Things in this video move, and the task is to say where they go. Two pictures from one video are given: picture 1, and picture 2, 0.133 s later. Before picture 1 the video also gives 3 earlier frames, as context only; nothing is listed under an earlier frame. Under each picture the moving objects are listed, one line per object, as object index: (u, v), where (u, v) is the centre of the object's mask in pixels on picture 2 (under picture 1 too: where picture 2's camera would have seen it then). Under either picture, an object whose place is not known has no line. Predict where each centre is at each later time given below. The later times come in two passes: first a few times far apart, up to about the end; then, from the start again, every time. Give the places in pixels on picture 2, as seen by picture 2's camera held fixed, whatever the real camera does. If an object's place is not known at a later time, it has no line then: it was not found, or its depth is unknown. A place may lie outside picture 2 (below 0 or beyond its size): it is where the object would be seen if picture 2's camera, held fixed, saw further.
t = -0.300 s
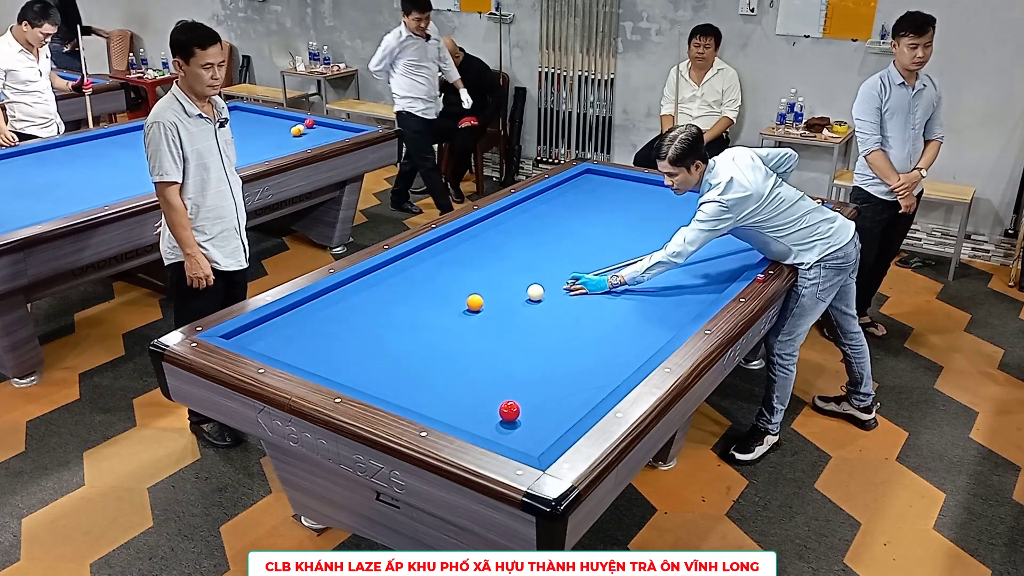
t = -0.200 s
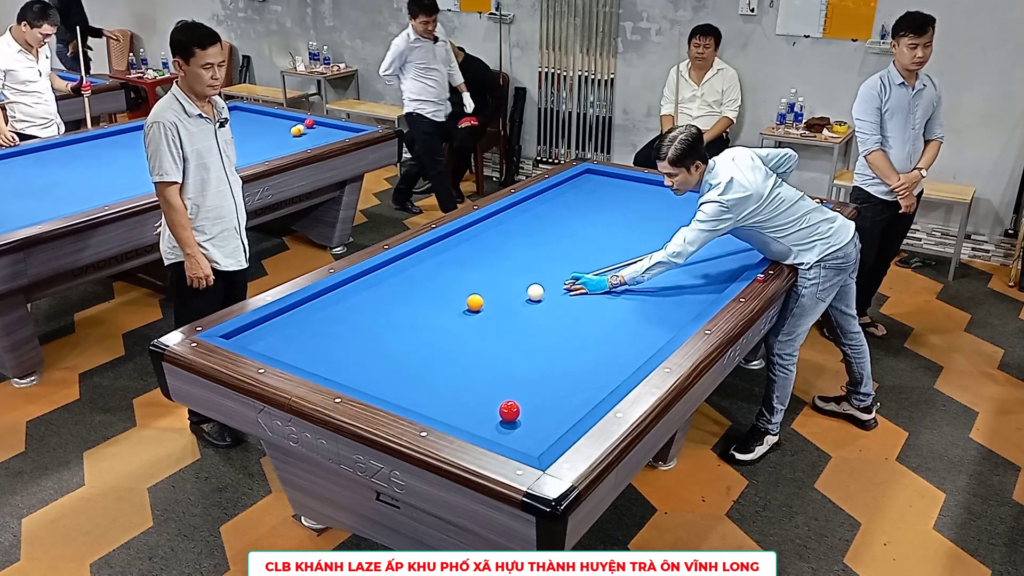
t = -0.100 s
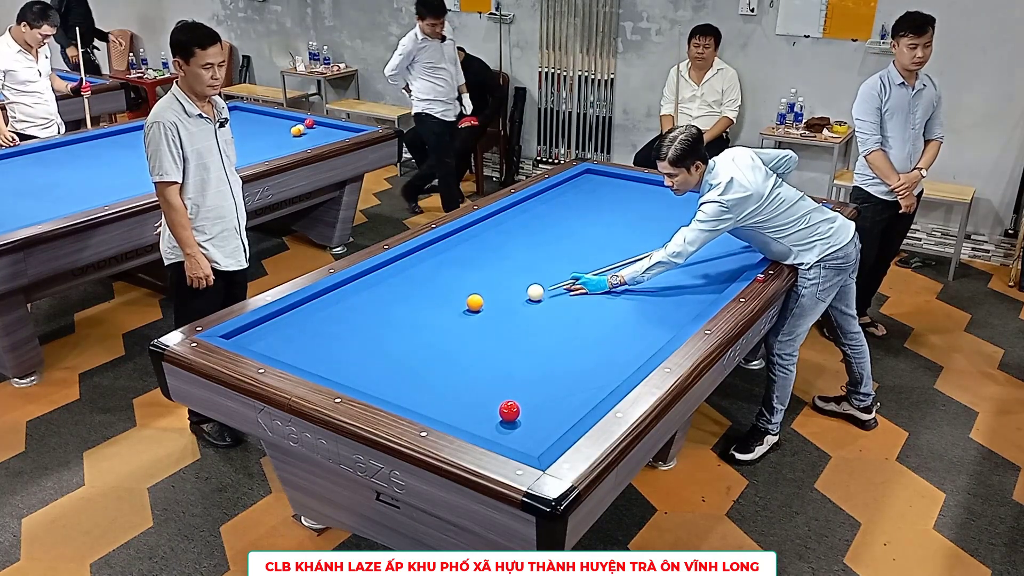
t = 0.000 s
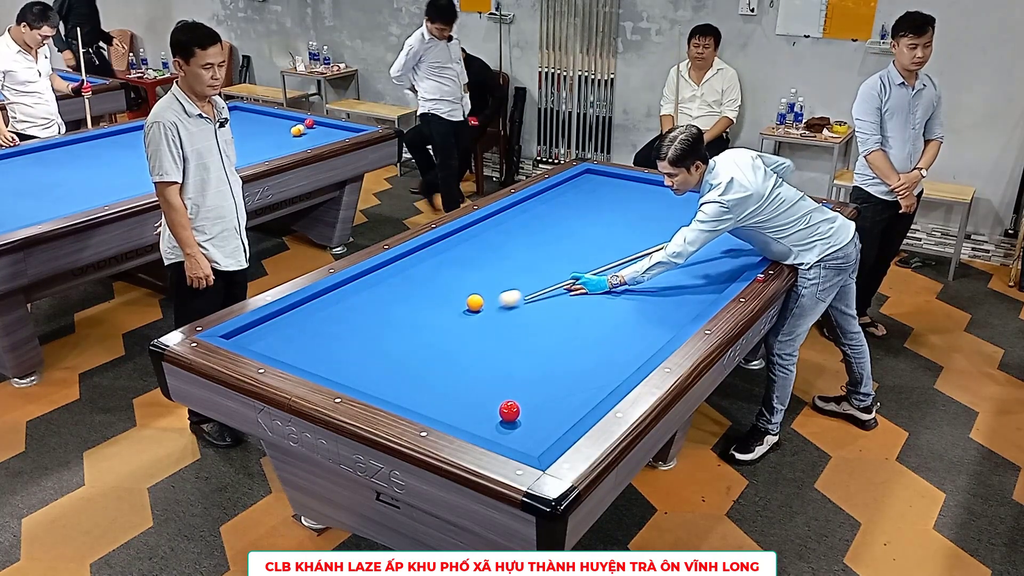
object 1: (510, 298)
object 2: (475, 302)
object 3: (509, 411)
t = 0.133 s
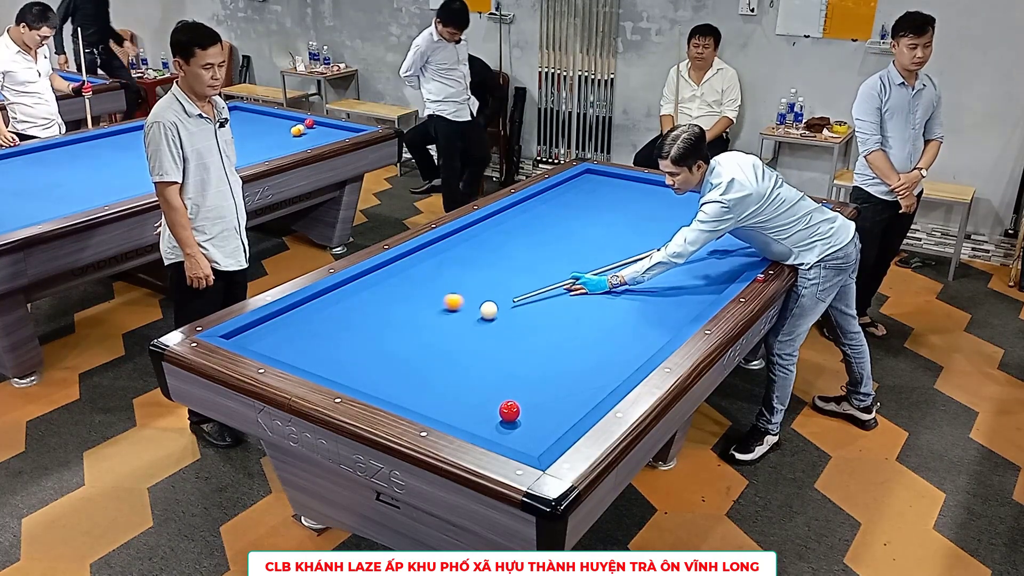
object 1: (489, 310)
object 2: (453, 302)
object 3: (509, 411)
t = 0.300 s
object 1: (485, 322)
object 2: (416, 301)
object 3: (509, 411)
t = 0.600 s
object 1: (478, 343)
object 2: (354, 299)
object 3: (509, 411)
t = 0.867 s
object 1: (472, 364)
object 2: (318, 303)
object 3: (509, 411)
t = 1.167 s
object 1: (465, 388)
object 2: (322, 318)
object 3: (509, 411)
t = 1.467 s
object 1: (457, 414)
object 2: (326, 334)
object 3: (509, 411)
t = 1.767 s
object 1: (481, 416)
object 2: (329, 350)
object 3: (509, 411)
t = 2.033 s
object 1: (494, 415)
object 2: (332, 365)
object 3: (521, 408)
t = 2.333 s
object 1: (501, 415)
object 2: (345, 375)
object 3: (539, 405)
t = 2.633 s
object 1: (507, 415)
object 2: (372, 379)
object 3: (554, 402)
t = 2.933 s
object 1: (510, 415)
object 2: (398, 380)
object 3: (567, 398)
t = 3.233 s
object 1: (512, 415)
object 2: (422, 381)
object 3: (578, 396)
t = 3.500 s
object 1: (512, 415)
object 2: (442, 383)
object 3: (587, 394)
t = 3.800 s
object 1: (512, 415)
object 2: (464, 384)
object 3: (595, 391)
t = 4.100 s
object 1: (512, 415)
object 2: (484, 385)
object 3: (602, 389)
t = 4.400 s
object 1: (512, 415)
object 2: (502, 386)
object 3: (603, 387)
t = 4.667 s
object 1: (512, 415)
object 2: (518, 387)
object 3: (603, 386)
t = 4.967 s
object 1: (512, 415)
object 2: (533, 387)
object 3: (603, 385)
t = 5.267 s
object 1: (512, 415)
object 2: (547, 388)
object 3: (603, 384)
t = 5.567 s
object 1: (512, 415)
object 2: (559, 388)
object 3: (603, 384)
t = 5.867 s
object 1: (512, 415)
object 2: (570, 388)
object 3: (603, 384)
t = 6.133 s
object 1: (512, 415)
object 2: (578, 388)
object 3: (603, 384)
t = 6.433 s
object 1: (512, 415)
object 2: (585, 388)
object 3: (604, 384)
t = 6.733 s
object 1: (512, 415)
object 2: (586, 388)
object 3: (606, 383)
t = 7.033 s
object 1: (512, 415)
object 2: (586, 388)
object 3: (607, 383)
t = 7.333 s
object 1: (512, 415)
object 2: (586, 388)
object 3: (607, 383)
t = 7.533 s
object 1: (512, 415)
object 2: (586, 388)
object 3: (607, 383)
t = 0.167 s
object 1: (488, 313)
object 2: (445, 301)
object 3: (509, 411)
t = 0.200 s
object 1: (487, 315)
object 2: (437, 301)
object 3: (509, 411)
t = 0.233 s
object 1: (486, 317)
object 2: (430, 301)
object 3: (509, 411)
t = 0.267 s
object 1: (485, 320)
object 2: (423, 301)
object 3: (509, 411)
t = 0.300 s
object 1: (485, 322)
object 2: (416, 301)
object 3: (509, 411)
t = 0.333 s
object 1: (484, 325)
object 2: (409, 300)
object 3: (509, 411)
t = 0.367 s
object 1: (483, 327)
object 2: (402, 300)
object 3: (509, 411)
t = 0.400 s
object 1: (483, 329)
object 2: (395, 300)
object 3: (509, 411)
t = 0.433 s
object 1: (482, 331)
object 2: (388, 300)
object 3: (509, 411)
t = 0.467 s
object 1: (481, 334)
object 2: (382, 300)
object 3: (509, 411)
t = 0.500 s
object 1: (480, 336)
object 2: (375, 300)
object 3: (509, 411)
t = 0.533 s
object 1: (480, 339)
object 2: (368, 299)
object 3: (509, 411)
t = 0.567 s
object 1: (479, 341)
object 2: (361, 299)
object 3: (509, 411)
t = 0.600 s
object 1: (478, 343)
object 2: (354, 299)
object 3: (509, 411)
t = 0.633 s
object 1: (478, 346)
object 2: (347, 299)
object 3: (509, 411)
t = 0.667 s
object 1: (477, 349)
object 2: (340, 299)
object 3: (509, 411)
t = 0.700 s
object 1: (476, 351)
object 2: (334, 299)
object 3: (509, 411)
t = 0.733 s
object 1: (475, 354)
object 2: (327, 298)
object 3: (509, 411)
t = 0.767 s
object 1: (475, 356)
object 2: (320, 298)
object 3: (509, 411)
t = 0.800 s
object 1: (474, 359)
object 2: (316, 299)
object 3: (509, 411)
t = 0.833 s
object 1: (473, 361)
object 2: (317, 301)
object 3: (509, 411)
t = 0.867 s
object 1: (472, 364)
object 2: (318, 303)
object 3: (509, 411)
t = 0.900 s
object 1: (471, 367)
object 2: (319, 304)
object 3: (509, 411)
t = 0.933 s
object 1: (471, 369)
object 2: (320, 306)
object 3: (509, 411)
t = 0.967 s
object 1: (470, 372)
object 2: (320, 308)
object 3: (509, 411)
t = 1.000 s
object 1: (469, 375)
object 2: (320, 309)
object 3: (509, 411)
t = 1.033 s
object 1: (468, 377)
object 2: (321, 311)
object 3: (509, 411)
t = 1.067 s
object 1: (467, 380)
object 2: (321, 313)
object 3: (509, 411)
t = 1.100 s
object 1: (466, 383)
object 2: (322, 314)
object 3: (509, 411)
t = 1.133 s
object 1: (465, 386)
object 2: (322, 316)
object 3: (509, 411)
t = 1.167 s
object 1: (465, 388)
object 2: (322, 318)
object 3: (509, 411)
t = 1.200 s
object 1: (464, 391)
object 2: (322, 320)
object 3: (509, 411)
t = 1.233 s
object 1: (463, 394)
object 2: (323, 321)
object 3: (509, 411)
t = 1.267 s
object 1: (462, 397)
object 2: (323, 323)
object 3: (509, 411)
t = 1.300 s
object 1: (461, 400)
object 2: (324, 325)
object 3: (509, 411)
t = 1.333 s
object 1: (460, 403)
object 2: (324, 326)
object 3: (509, 411)
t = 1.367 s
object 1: (459, 405)
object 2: (324, 328)
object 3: (509, 411)
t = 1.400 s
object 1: (458, 408)
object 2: (325, 330)
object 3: (509, 411)
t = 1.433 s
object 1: (458, 411)
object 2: (325, 332)
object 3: (509, 411)
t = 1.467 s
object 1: (457, 414)
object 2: (326, 334)
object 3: (509, 411)
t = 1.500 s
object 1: (456, 416)
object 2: (326, 335)
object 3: (509, 411)
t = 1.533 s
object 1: (456, 418)
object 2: (326, 337)
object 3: (509, 411)
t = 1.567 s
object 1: (460, 418)
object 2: (327, 339)
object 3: (509, 411)
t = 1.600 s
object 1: (463, 418)
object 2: (327, 341)
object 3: (509, 411)
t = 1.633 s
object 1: (467, 418)
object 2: (327, 343)
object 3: (509, 411)
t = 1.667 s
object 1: (470, 418)
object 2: (328, 344)
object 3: (509, 411)
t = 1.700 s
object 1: (474, 417)
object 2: (328, 346)
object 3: (509, 411)
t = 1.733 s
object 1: (477, 417)
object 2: (329, 348)
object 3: (509, 411)
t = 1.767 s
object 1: (481, 416)
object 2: (329, 350)
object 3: (509, 411)
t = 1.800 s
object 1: (484, 416)
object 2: (329, 352)
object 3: (509, 411)
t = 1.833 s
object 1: (488, 415)
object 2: (330, 353)
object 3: (509, 411)
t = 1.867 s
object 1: (490, 415)
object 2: (330, 355)
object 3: (511, 410)
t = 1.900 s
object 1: (491, 415)
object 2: (331, 357)
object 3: (513, 410)
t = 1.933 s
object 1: (492, 415)
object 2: (331, 359)
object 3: (515, 410)
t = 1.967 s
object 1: (492, 415)
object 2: (332, 361)
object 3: (517, 409)
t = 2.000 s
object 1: (493, 415)
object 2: (332, 363)
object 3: (520, 409)
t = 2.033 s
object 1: (494, 415)
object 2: (332, 365)
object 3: (521, 408)
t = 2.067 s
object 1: (495, 415)
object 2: (333, 366)
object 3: (523, 408)
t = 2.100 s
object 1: (496, 415)
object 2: (333, 368)
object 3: (526, 408)
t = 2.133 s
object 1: (497, 415)
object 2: (334, 370)
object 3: (527, 407)
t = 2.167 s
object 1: (498, 415)
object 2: (335, 371)
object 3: (529, 407)
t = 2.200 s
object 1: (498, 415)
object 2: (335, 372)
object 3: (531, 406)
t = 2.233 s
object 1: (499, 415)
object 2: (336, 374)
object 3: (533, 406)
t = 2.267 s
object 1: (500, 415)
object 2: (338, 374)
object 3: (535, 406)
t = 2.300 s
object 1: (501, 415)
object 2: (342, 375)
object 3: (537, 405)
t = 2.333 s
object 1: (501, 415)
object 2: (345, 375)
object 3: (539, 405)
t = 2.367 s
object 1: (502, 415)
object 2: (348, 376)
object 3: (540, 404)
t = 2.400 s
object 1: (503, 415)
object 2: (351, 377)
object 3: (542, 404)
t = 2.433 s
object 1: (503, 415)
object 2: (354, 377)
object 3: (544, 404)
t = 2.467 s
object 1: (504, 415)
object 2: (357, 377)
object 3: (545, 403)
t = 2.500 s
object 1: (504, 415)
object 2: (360, 378)
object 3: (547, 403)
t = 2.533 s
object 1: (505, 415)
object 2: (363, 378)
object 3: (549, 403)
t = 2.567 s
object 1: (506, 415)
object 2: (366, 378)
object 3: (550, 402)
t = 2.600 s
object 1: (506, 415)
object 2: (369, 378)
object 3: (552, 402)
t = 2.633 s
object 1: (507, 415)
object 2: (372, 379)
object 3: (554, 402)
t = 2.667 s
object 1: (507, 415)
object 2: (375, 379)
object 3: (555, 401)
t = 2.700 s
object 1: (508, 415)
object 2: (378, 379)
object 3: (557, 401)
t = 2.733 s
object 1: (508, 415)
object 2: (380, 379)
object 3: (558, 400)
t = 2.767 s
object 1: (508, 415)
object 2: (383, 379)
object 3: (560, 400)
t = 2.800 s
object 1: (509, 415)
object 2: (386, 379)
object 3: (561, 400)
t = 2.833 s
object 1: (509, 415)
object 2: (389, 379)
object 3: (563, 399)
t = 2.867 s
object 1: (509, 415)
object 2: (392, 380)
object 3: (564, 399)
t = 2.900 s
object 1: (510, 415)
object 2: (395, 380)
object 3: (566, 399)
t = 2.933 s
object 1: (510, 415)
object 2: (398, 380)
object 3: (567, 398)
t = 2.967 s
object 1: (510, 415)
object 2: (400, 380)
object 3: (568, 398)
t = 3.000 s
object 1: (511, 415)
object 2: (403, 380)
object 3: (569, 398)
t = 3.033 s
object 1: (511, 415)
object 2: (406, 380)
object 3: (571, 398)
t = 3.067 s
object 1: (511, 415)
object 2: (409, 381)
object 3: (572, 397)
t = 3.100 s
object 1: (511, 415)
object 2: (411, 381)
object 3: (573, 397)
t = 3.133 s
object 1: (511, 415)
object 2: (414, 381)
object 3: (575, 397)
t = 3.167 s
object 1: (512, 415)
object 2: (417, 381)
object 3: (576, 396)
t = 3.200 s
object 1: (512, 415)
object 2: (419, 381)
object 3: (577, 396)
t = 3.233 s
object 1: (512, 415)
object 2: (422, 381)
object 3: (578, 396)
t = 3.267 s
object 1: (512, 415)
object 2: (424, 382)
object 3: (579, 396)
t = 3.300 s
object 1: (512, 415)
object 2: (427, 382)
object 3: (581, 395)
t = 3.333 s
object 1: (512, 415)
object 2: (430, 382)
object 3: (582, 395)
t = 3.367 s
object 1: (512, 415)
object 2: (432, 382)
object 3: (583, 395)
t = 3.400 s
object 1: (512, 415)
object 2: (435, 382)
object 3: (584, 395)
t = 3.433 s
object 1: (512, 415)
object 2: (437, 382)
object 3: (585, 394)
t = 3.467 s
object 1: (512, 415)
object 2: (440, 382)
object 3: (586, 394)
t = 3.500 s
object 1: (512, 415)
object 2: (442, 383)
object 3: (587, 394)
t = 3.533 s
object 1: (512, 415)
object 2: (445, 383)
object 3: (588, 394)
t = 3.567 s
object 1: (512, 415)
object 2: (447, 383)
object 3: (589, 393)
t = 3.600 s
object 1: (512, 415)
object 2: (450, 383)
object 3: (590, 393)
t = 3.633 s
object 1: (512, 415)
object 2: (452, 383)
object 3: (591, 393)
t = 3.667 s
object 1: (512, 415)
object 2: (454, 383)
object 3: (592, 392)
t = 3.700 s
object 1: (512, 415)
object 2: (457, 383)
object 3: (593, 392)
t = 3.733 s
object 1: (512, 415)
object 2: (459, 384)
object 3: (594, 392)
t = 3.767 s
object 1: (512, 415)
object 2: (461, 384)
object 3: (594, 391)
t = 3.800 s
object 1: (512, 415)
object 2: (464, 384)
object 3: (595, 391)
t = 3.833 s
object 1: (512, 415)
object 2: (466, 384)
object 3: (596, 391)
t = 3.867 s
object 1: (512, 415)
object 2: (468, 384)
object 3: (597, 391)
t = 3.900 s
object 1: (512, 415)
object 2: (471, 384)
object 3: (598, 391)
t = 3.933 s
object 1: (512, 415)
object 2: (473, 384)
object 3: (598, 390)
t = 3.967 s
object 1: (512, 415)
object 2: (475, 385)
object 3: (599, 390)
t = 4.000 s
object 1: (512, 415)
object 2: (477, 385)
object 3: (600, 390)
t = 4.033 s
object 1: (512, 415)
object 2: (479, 385)
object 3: (600, 389)
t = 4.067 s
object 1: (512, 415)
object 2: (482, 385)
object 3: (601, 389)
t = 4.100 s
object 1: (512, 415)
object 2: (484, 385)
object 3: (602, 389)
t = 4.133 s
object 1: (512, 415)
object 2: (486, 385)
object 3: (602, 389)
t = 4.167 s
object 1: (512, 415)
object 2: (488, 385)
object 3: (602, 388)
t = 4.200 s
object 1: (512, 415)
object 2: (490, 386)
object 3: (602, 388)
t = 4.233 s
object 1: (512, 415)
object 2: (492, 386)
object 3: (602, 388)
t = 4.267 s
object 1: (512, 415)
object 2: (494, 386)
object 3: (602, 388)
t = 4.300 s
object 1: (512, 415)
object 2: (496, 386)
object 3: (602, 388)
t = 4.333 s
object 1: (512, 415)
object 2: (498, 386)
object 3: (602, 387)
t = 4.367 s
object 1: (512, 415)
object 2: (500, 386)
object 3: (602, 387)
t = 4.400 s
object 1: (512, 415)
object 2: (502, 386)
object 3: (603, 387)
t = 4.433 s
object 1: (512, 415)
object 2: (504, 386)
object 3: (603, 387)
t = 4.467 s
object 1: (512, 415)
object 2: (506, 386)
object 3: (603, 387)
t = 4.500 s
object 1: (512, 415)
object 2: (508, 386)
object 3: (603, 386)
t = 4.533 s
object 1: (512, 415)
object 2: (510, 387)
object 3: (603, 387)
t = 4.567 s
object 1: (512, 415)
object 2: (512, 387)
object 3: (603, 386)
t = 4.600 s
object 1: (512, 415)
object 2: (514, 387)
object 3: (603, 386)
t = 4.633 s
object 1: (512, 415)
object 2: (516, 387)
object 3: (603, 386)
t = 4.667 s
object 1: (512, 415)
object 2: (518, 387)
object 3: (603, 386)
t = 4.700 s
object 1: (512, 415)
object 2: (519, 387)
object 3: (603, 386)
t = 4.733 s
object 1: (512, 415)
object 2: (521, 387)
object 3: (603, 386)
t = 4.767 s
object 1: (512, 415)
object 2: (523, 387)
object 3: (603, 385)
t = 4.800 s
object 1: (512, 415)
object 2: (525, 387)
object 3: (603, 385)
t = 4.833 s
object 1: (512, 415)
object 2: (526, 387)
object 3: (603, 385)
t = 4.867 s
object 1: (512, 415)
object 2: (528, 387)
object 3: (603, 385)
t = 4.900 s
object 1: (512, 415)
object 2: (530, 387)
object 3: (603, 385)
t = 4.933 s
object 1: (512, 415)
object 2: (532, 387)
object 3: (603, 385)
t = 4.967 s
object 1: (512, 415)
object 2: (533, 387)
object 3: (603, 385)
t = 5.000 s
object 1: (512, 415)
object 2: (535, 387)
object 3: (603, 385)
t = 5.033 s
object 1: (512, 415)
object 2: (536, 388)
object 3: (603, 385)
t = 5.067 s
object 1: (512, 415)
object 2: (538, 388)
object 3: (603, 384)
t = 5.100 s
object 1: (512, 415)
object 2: (540, 388)
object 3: (603, 384)
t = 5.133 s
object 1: (512, 415)
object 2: (541, 388)
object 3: (603, 384)
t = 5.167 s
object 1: (512, 415)
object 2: (543, 388)
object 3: (603, 384)
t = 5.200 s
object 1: (512, 415)
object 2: (544, 388)
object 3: (603, 384)
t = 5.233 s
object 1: (512, 415)
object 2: (546, 388)
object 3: (603, 384)
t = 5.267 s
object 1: (512, 415)
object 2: (547, 388)
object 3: (603, 384)
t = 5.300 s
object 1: (512, 415)
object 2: (549, 388)
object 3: (603, 384)
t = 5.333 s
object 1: (512, 415)
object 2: (550, 388)
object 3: (603, 384)
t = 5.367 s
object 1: (512, 416)
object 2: (551, 388)
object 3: (603, 384)
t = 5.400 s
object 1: (512, 415)
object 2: (553, 388)
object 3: (603, 384)
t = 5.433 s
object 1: (512, 415)
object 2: (554, 388)
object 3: (603, 384)
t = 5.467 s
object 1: (512, 415)
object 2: (555, 388)
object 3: (603, 384)
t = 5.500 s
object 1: (512, 415)
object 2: (557, 388)
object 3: (603, 384)
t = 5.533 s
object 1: (512, 415)
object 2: (558, 388)
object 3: (603, 384)
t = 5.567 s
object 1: (512, 415)
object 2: (559, 388)
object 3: (603, 384)
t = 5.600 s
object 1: (512, 415)
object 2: (561, 388)
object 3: (603, 384)
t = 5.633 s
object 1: (512, 415)
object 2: (562, 388)
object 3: (603, 384)
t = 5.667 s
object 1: (512, 415)
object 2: (563, 388)
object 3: (603, 384)
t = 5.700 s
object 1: (512, 415)
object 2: (564, 388)
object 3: (603, 384)
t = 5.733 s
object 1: (512, 415)
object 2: (565, 388)
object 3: (603, 384)
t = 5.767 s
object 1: (512, 415)
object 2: (567, 388)
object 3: (603, 384)
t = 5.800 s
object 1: (512, 415)
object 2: (568, 388)
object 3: (603, 384)
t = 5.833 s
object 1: (512, 415)
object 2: (569, 388)
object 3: (603, 384)
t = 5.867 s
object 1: (512, 415)
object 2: (570, 388)
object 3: (603, 384)
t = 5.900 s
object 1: (512, 415)
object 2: (571, 388)
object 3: (603, 384)
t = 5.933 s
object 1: (512, 415)
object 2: (572, 388)
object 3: (603, 384)
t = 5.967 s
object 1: (512, 415)
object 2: (573, 388)
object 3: (603, 384)
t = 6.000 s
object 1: (512, 415)
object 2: (574, 388)
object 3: (603, 384)
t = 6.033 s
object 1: (512, 415)
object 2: (575, 388)
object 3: (603, 384)
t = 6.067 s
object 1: (512, 415)
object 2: (576, 388)
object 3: (603, 384)
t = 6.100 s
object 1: (512, 415)
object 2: (577, 388)
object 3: (603, 384)
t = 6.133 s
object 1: (512, 415)
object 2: (578, 388)
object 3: (603, 384)
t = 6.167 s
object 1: (512, 415)
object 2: (579, 388)
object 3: (603, 384)
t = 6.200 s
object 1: (512, 415)
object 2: (579, 388)
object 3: (603, 384)
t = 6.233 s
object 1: (512, 415)
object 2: (580, 388)
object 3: (603, 384)
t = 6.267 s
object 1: (512, 415)
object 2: (581, 388)
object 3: (603, 384)
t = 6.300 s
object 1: (512, 415)
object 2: (582, 388)
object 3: (603, 384)
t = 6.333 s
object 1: (512, 415)
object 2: (583, 388)
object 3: (603, 384)
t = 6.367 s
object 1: (512, 415)
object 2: (583, 388)
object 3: (603, 384)
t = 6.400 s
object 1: (512, 415)
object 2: (584, 388)
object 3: (603, 384)
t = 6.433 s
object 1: (512, 415)
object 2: (585, 388)
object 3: (604, 384)
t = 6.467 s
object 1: (512, 415)
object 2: (585, 388)
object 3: (604, 384)
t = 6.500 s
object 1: (512, 415)
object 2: (585, 388)
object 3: (604, 384)
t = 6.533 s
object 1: (512, 415)
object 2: (585, 388)
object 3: (605, 384)
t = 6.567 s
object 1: (512, 415)
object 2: (586, 388)
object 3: (605, 384)
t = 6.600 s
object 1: (512, 415)
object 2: (586, 388)
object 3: (605, 384)
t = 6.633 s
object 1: (512, 415)
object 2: (586, 388)
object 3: (605, 384)
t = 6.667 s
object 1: (512, 415)
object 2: (586, 388)
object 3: (606, 384)
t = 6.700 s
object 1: (512, 415)
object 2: (586, 388)
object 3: (606, 383)
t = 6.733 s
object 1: (512, 415)
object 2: (586, 388)
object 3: (606, 383)
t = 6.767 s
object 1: (512, 415)
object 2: (586, 388)
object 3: (606, 383)
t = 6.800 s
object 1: (512, 415)
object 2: (586, 388)
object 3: (606, 383)
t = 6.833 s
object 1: (512, 415)
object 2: (586, 388)
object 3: (606, 383)
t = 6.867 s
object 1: (512, 415)
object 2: (586, 388)
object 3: (607, 383)
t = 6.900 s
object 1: (512, 415)
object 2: (586, 388)
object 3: (607, 383)
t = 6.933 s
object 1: (512, 415)
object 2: (586, 388)
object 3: (607, 383)
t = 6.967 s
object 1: (512, 415)
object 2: (586, 388)
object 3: (607, 383)
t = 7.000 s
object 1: (512, 415)
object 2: (586, 388)
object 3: (607, 383)
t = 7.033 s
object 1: (512, 415)
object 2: (586, 388)
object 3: (607, 383)
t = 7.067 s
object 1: (512, 415)
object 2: (586, 388)
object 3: (607, 383)
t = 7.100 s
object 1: (512, 415)
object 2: (586, 388)
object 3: (607, 383)
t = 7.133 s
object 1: (512, 415)
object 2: (586, 388)
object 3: (607, 383)
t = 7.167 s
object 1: (512, 415)
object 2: (586, 388)
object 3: (607, 383)
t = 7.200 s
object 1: (512, 415)
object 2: (586, 388)
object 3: (607, 383)
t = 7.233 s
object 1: (512, 415)
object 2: (586, 388)
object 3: (607, 383)
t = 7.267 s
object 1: (512, 415)
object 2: (586, 388)
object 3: (607, 383)
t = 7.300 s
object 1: (512, 415)
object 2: (586, 388)
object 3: (607, 383)
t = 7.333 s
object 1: (512, 415)
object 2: (586, 388)
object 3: (607, 383)
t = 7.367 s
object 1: (512, 415)
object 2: (586, 388)
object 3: (607, 383)
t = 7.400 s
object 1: (512, 415)
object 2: (586, 388)
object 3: (607, 383)
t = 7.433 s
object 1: (512, 415)
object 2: (586, 388)
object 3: (607, 383)
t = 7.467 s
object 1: (512, 415)
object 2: (586, 388)
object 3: (607, 383)
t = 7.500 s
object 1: (512, 415)
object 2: (586, 388)
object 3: (607, 383)
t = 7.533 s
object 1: (512, 415)
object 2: (586, 388)
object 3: (607, 383)
